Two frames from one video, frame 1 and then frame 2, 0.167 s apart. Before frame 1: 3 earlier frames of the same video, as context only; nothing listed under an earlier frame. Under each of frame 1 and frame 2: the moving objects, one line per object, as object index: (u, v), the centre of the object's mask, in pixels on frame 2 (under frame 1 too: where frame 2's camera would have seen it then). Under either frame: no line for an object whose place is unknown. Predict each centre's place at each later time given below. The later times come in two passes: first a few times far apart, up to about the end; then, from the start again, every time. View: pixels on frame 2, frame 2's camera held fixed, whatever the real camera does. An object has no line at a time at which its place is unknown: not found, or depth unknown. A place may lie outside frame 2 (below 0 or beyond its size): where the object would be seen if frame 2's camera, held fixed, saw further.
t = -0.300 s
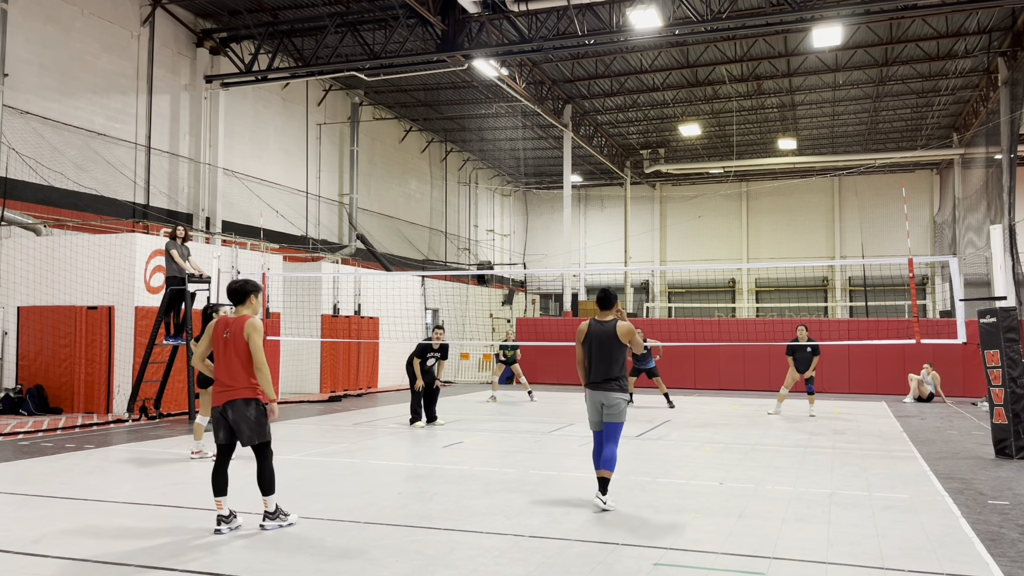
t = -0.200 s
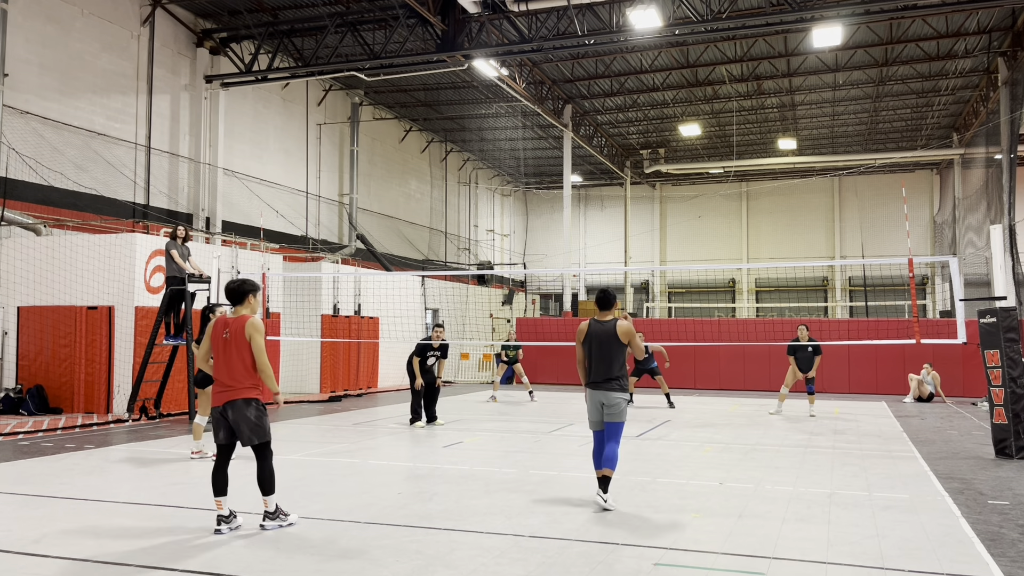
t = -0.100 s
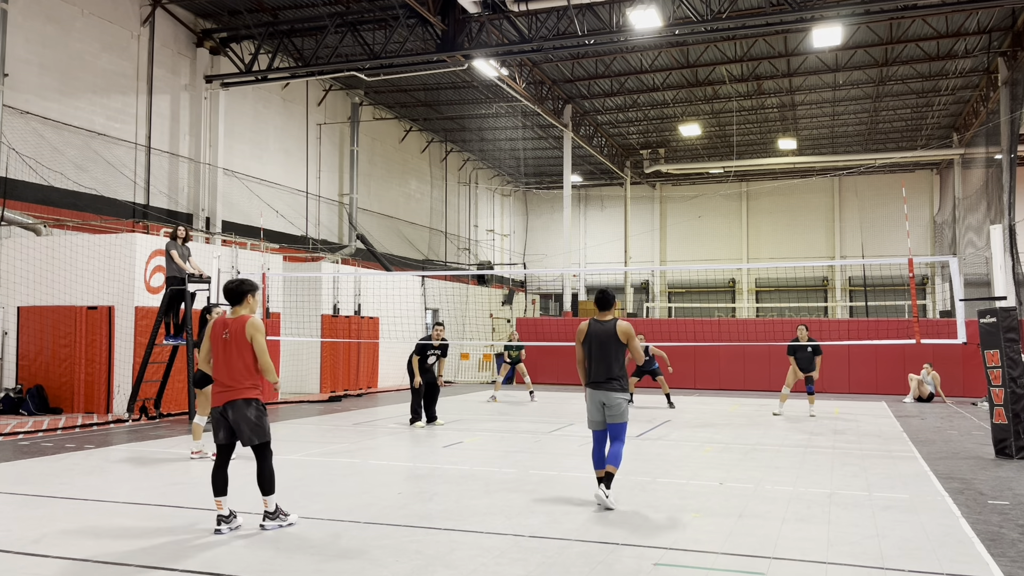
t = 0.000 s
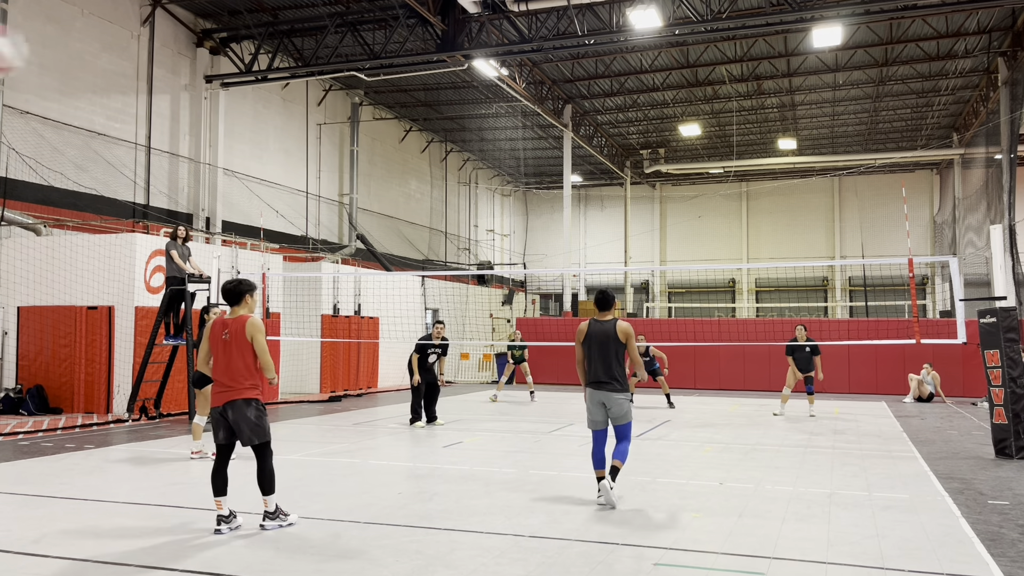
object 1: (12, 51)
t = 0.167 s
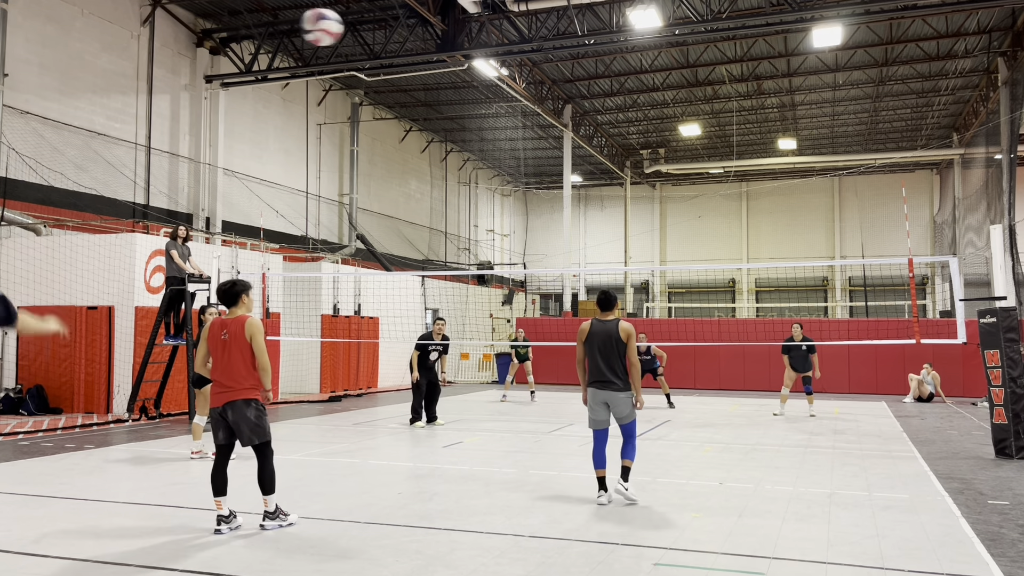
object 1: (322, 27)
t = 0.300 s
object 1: (450, 36)
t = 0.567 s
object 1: (594, 88)
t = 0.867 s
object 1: (679, 182)
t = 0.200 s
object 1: (361, 28)
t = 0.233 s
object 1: (393, 30)
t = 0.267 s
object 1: (424, 33)
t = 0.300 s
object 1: (450, 36)
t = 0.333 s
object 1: (474, 41)
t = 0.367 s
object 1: (496, 45)
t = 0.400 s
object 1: (515, 51)
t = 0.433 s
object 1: (533, 57)
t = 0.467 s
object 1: (550, 64)
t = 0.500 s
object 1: (566, 71)
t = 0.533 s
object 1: (580, 79)
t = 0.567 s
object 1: (594, 88)
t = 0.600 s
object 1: (606, 98)
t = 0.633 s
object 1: (617, 108)
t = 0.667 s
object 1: (627, 118)
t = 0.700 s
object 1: (637, 129)
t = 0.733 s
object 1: (646, 139)
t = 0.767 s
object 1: (656, 150)
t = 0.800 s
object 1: (663, 161)
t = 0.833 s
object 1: (671, 172)
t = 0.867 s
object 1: (679, 182)
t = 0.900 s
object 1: (687, 193)
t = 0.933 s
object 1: (695, 204)
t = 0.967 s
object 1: (701, 216)
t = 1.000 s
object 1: (708, 228)
